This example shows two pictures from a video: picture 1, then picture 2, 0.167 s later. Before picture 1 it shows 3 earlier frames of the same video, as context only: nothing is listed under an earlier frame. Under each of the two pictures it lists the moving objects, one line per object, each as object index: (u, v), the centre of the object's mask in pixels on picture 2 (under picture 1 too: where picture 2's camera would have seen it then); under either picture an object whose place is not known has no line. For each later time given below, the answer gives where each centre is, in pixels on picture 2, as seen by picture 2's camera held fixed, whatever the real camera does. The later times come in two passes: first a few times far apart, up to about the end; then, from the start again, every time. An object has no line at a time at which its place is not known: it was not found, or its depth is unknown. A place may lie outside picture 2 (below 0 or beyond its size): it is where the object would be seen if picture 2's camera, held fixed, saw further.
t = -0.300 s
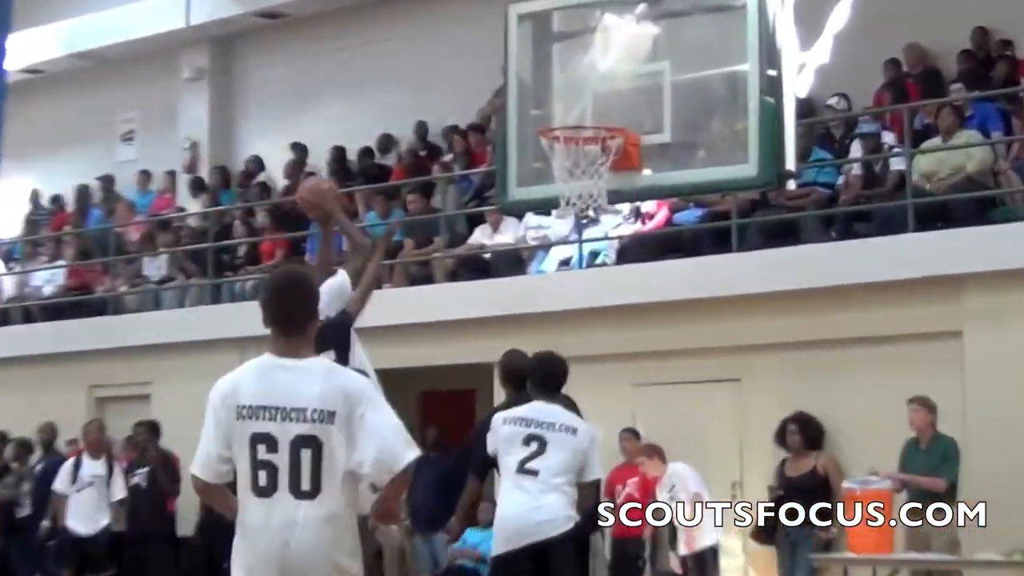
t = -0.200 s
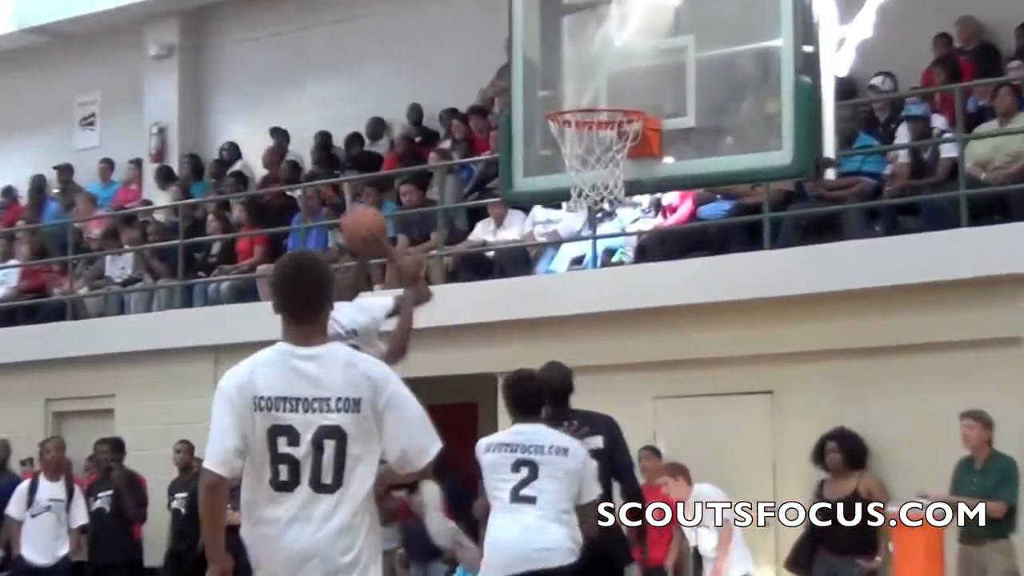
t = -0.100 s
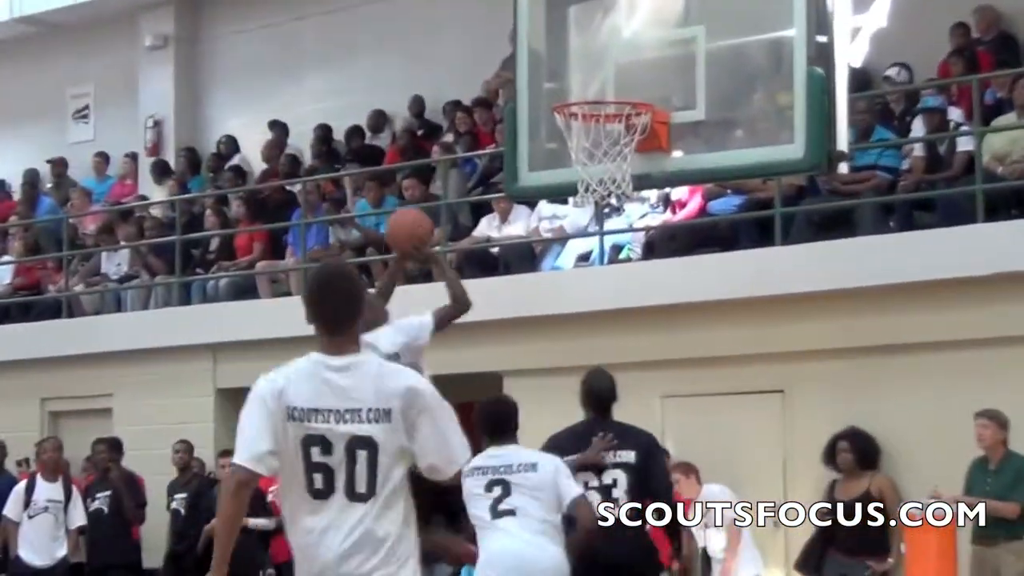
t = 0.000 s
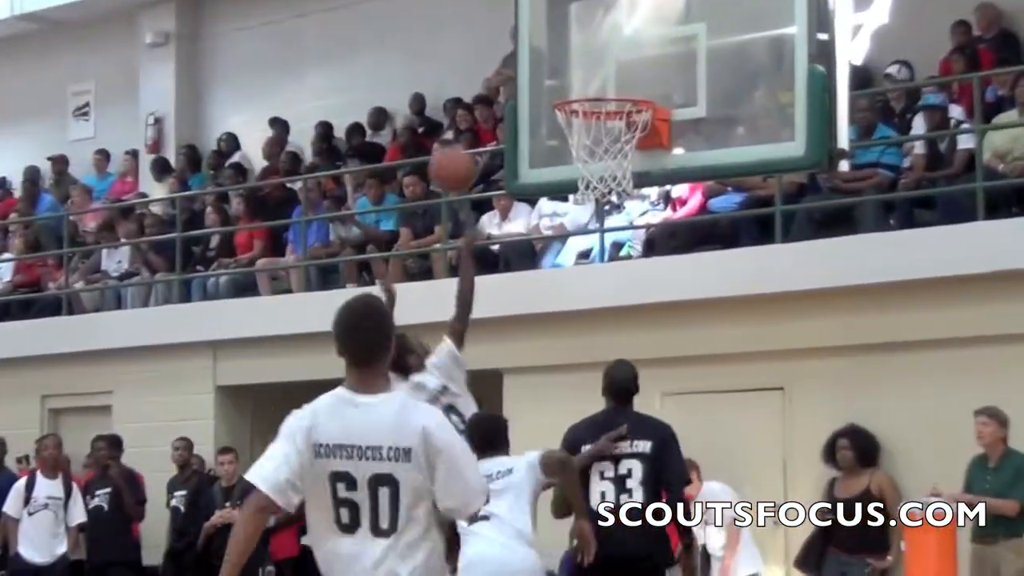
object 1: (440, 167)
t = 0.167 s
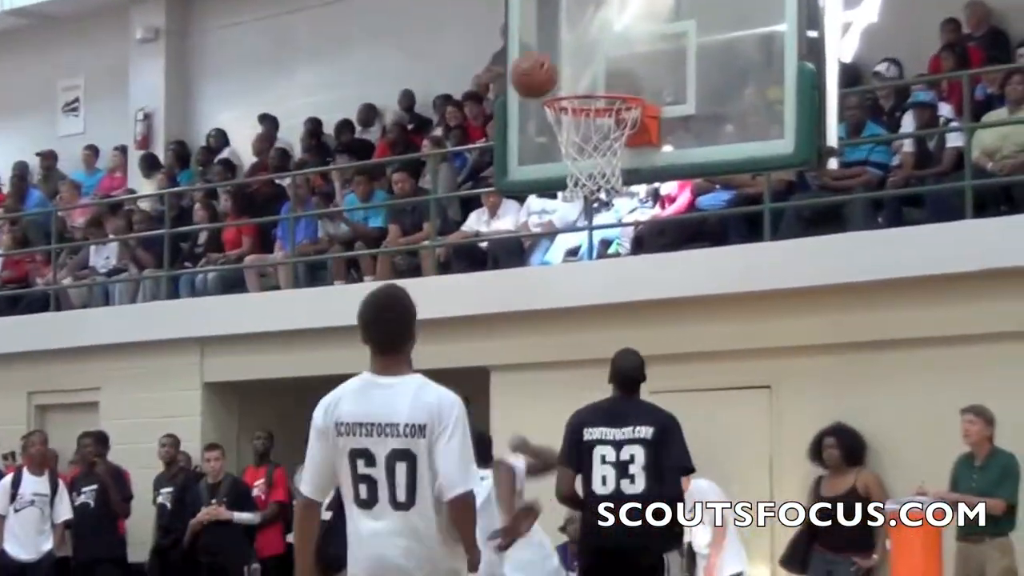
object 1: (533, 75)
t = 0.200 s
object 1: (551, 62)
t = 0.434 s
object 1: (602, 53)
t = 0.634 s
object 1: (571, 85)
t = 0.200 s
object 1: (551, 62)
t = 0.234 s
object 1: (569, 52)
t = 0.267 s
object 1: (587, 45)
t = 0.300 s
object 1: (604, 40)
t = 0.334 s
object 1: (604, 39)
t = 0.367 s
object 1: (603, 42)
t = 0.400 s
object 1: (602, 46)
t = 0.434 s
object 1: (602, 53)
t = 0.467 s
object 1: (603, 61)
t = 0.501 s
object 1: (603, 71)
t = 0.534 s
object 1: (603, 80)
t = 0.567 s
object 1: (594, 80)
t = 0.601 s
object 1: (583, 82)
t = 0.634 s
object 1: (571, 85)
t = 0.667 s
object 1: (567, 97)
